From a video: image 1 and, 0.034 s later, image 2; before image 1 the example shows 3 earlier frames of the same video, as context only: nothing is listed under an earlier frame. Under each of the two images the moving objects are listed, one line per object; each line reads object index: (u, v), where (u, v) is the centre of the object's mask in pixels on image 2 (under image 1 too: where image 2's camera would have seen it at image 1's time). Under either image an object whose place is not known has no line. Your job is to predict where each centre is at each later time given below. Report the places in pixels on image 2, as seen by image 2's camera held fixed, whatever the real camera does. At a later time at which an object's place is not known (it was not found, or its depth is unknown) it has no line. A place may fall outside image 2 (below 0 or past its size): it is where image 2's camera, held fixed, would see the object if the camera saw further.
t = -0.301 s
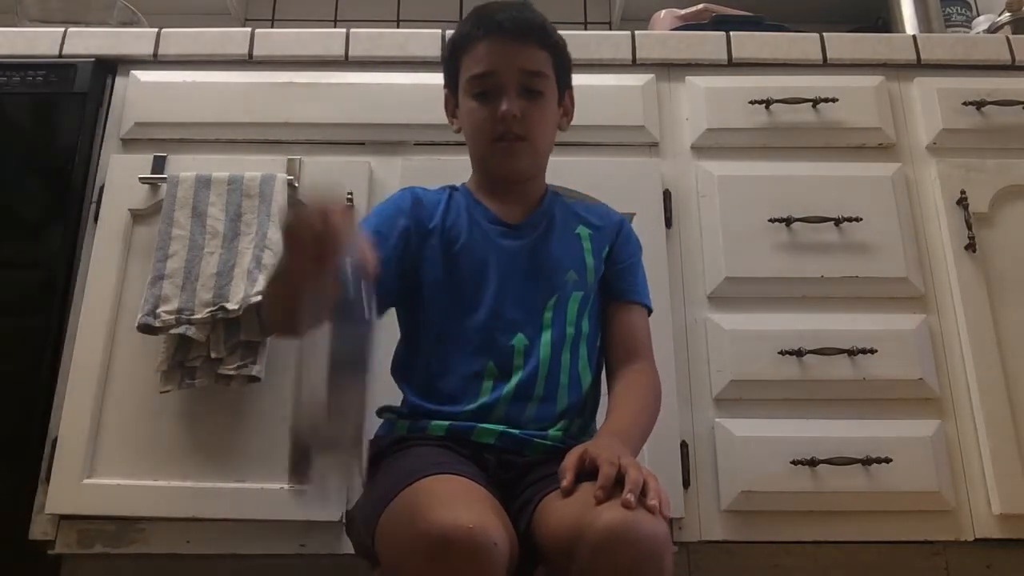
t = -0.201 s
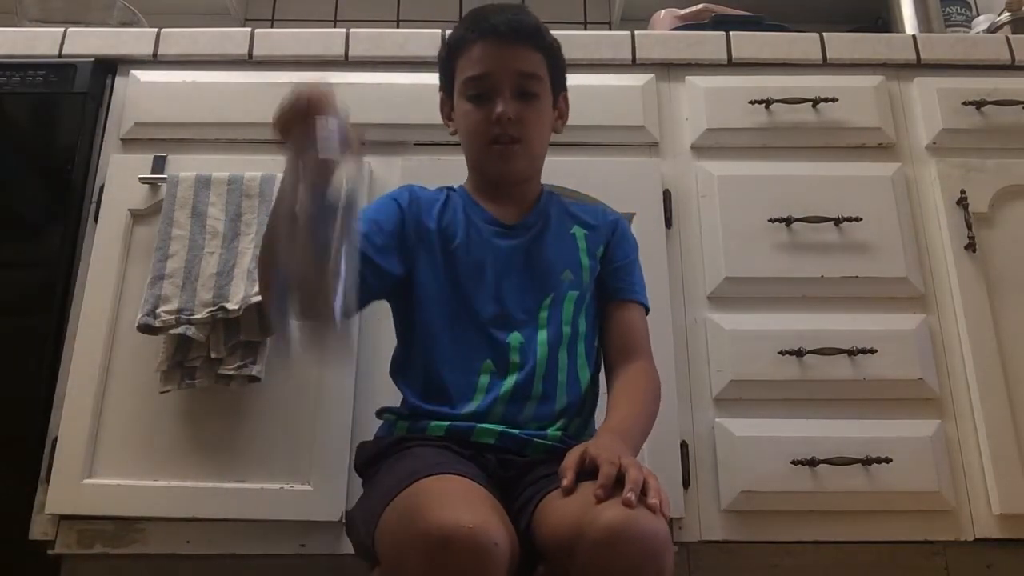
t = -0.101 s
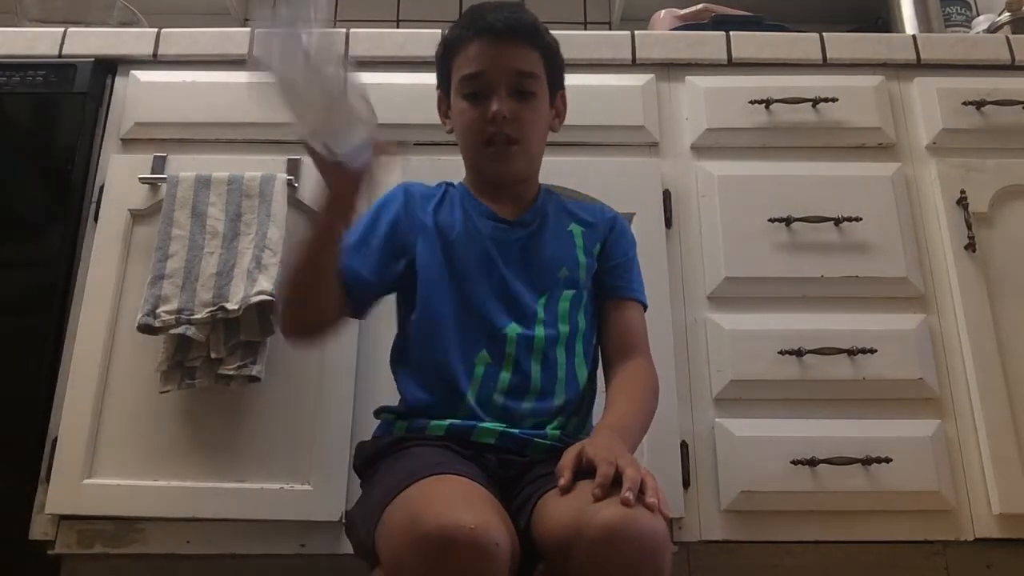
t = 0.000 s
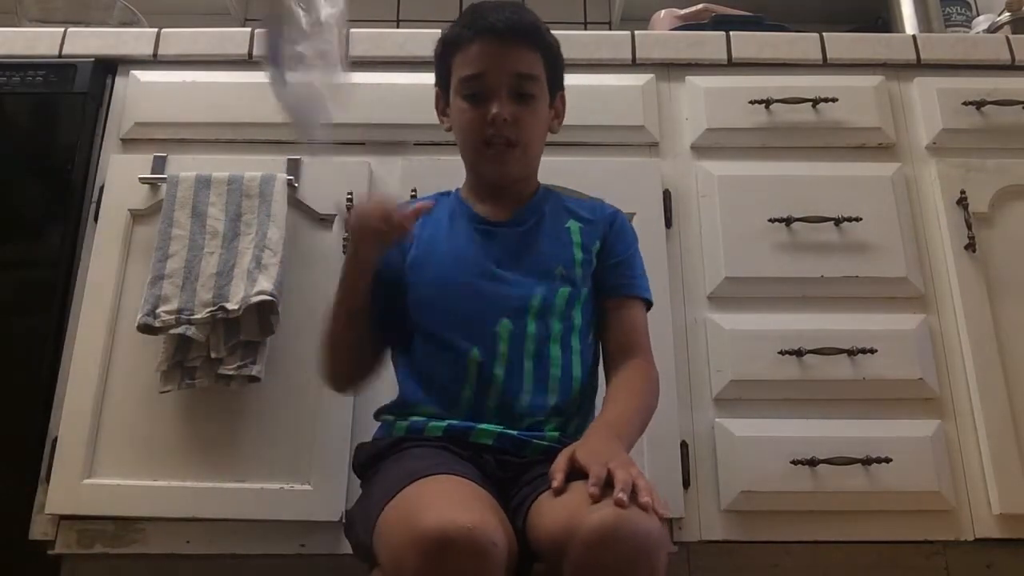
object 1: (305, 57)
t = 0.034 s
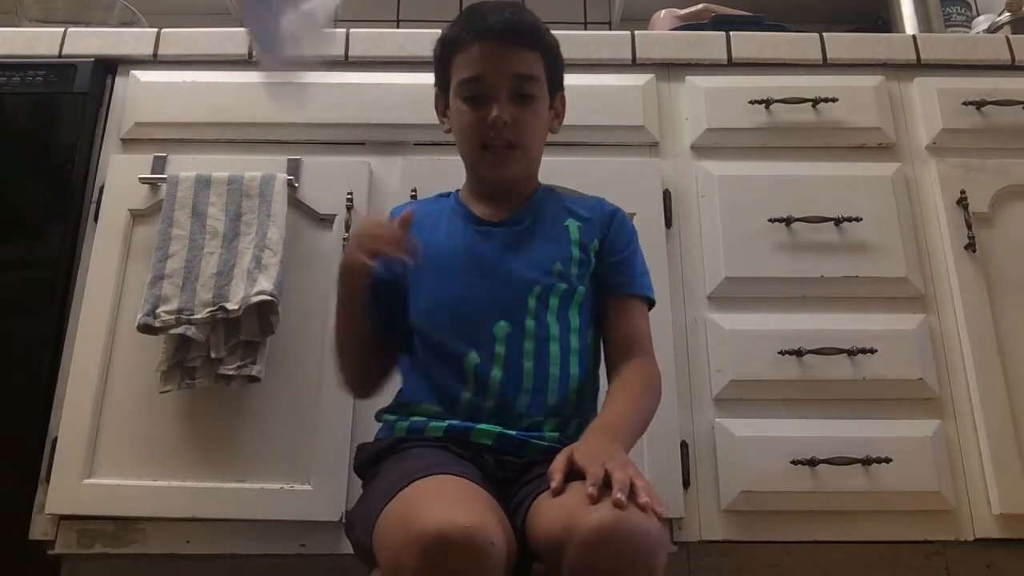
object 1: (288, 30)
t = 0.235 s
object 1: (238, 112)
